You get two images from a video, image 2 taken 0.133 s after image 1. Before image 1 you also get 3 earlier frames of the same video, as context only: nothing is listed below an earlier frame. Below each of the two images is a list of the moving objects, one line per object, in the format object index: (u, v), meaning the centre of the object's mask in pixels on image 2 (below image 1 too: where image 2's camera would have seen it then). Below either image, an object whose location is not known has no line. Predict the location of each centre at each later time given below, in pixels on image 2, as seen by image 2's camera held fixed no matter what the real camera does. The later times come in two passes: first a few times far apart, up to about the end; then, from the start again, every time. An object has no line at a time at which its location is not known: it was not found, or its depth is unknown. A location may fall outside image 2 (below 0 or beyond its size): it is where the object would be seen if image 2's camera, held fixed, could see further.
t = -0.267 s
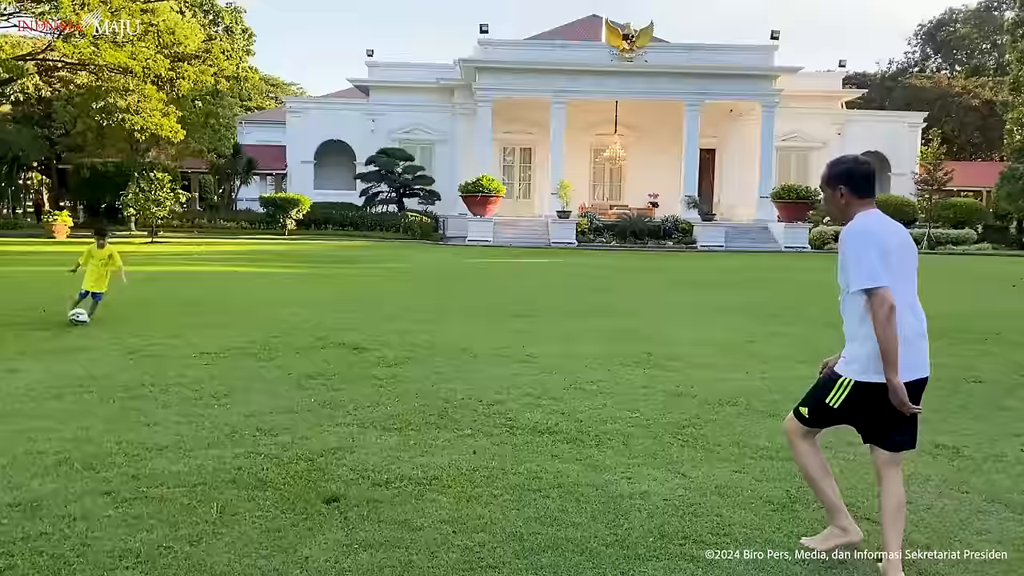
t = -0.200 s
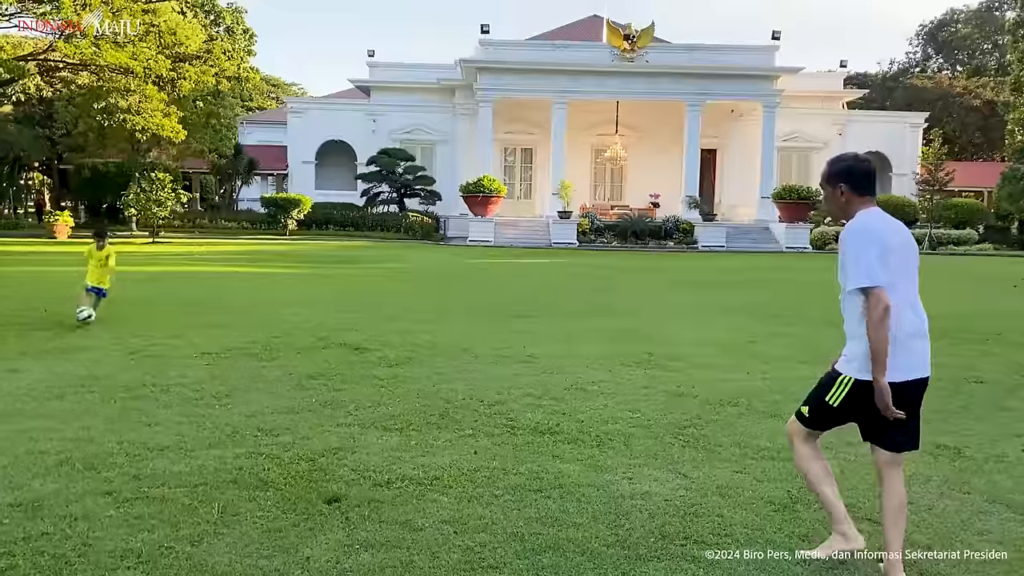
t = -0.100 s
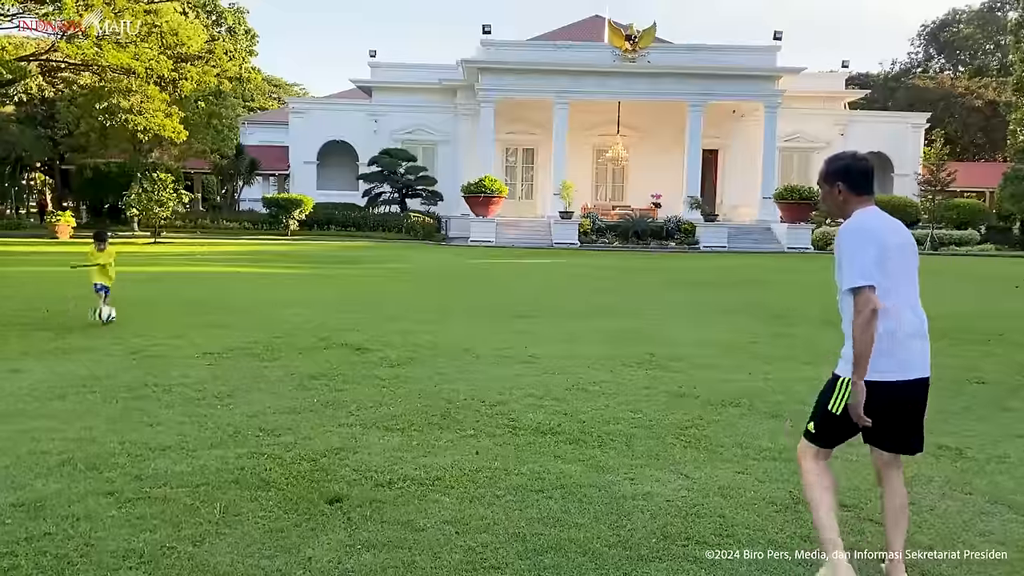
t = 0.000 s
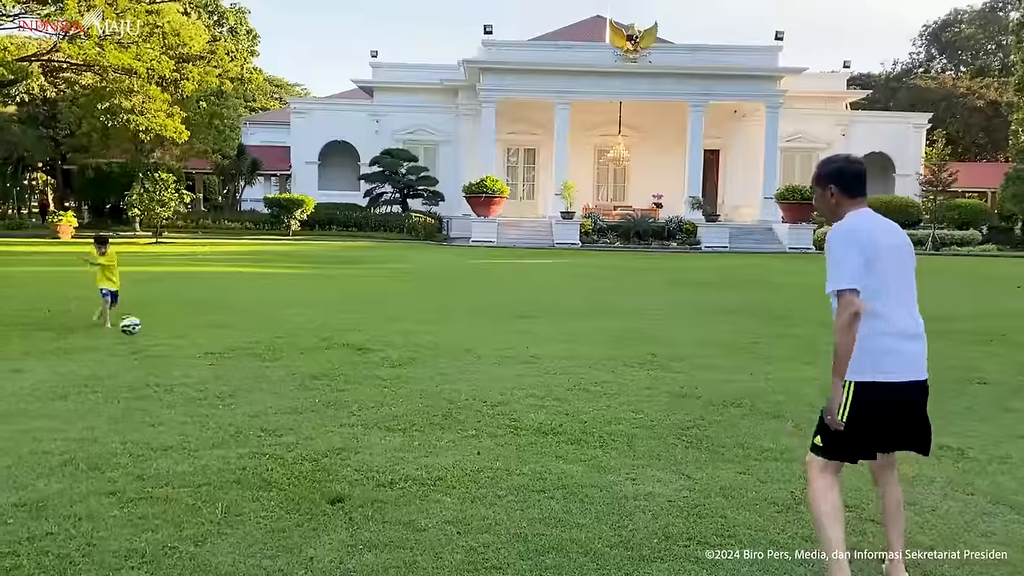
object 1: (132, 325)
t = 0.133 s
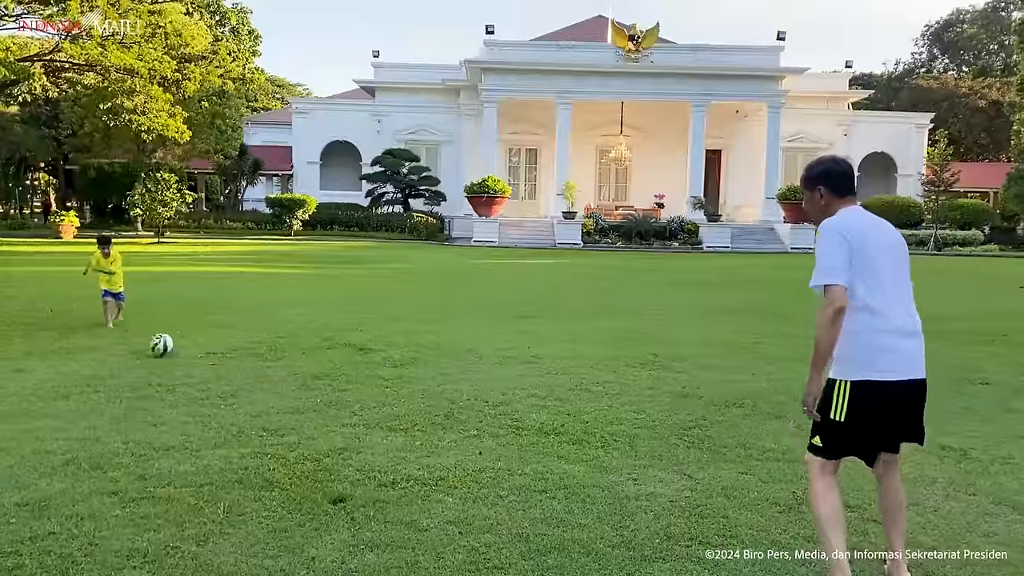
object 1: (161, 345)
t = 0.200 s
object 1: (172, 340)
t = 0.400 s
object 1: (210, 358)
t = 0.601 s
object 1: (246, 373)
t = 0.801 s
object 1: (284, 398)
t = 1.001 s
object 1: (324, 420)
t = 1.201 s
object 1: (367, 438)
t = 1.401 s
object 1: (418, 458)
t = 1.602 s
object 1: (475, 480)
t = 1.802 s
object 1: (541, 505)
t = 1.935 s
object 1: (588, 527)
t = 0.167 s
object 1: (168, 342)
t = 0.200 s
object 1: (172, 340)
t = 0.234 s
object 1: (178, 340)
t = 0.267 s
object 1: (185, 340)
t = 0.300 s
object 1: (191, 343)
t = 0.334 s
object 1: (197, 347)
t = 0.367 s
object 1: (204, 352)
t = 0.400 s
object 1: (210, 358)
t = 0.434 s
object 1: (217, 365)
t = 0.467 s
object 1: (224, 374)
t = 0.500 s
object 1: (230, 375)
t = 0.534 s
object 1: (236, 373)
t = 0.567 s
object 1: (240, 373)
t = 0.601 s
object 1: (246, 373)
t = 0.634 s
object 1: (253, 375)
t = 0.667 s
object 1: (258, 379)
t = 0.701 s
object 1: (265, 386)
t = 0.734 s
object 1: (271, 392)
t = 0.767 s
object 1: (278, 398)
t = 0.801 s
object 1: (284, 398)
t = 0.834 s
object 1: (290, 397)
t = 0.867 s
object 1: (297, 400)
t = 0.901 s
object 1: (303, 401)
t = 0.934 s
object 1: (311, 405)
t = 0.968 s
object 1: (318, 413)
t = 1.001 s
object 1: (324, 420)
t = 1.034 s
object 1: (331, 422)
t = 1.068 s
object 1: (338, 422)
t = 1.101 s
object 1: (345, 423)
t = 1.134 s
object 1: (352, 427)
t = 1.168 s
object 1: (360, 431)
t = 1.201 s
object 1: (367, 438)
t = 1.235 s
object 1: (375, 442)
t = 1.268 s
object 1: (382, 443)
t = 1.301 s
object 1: (391, 444)
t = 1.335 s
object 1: (400, 447)
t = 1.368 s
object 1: (408, 453)
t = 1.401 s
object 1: (418, 458)
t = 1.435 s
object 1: (428, 460)
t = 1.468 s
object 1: (437, 462)
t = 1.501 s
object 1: (445, 466)
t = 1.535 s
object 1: (456, 471)
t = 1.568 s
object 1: (466, 476)
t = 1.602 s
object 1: (475, 480)
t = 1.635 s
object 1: (486, 483)
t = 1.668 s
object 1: (497, 489)
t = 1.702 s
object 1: (507, 494)
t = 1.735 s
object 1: (518, 497)
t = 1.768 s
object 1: (529, 499)
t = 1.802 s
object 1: (541, 505)
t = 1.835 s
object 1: (552, 510)
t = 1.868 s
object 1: (564, 519)
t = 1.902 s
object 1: (575, 523)
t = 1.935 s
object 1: (588, 527)
